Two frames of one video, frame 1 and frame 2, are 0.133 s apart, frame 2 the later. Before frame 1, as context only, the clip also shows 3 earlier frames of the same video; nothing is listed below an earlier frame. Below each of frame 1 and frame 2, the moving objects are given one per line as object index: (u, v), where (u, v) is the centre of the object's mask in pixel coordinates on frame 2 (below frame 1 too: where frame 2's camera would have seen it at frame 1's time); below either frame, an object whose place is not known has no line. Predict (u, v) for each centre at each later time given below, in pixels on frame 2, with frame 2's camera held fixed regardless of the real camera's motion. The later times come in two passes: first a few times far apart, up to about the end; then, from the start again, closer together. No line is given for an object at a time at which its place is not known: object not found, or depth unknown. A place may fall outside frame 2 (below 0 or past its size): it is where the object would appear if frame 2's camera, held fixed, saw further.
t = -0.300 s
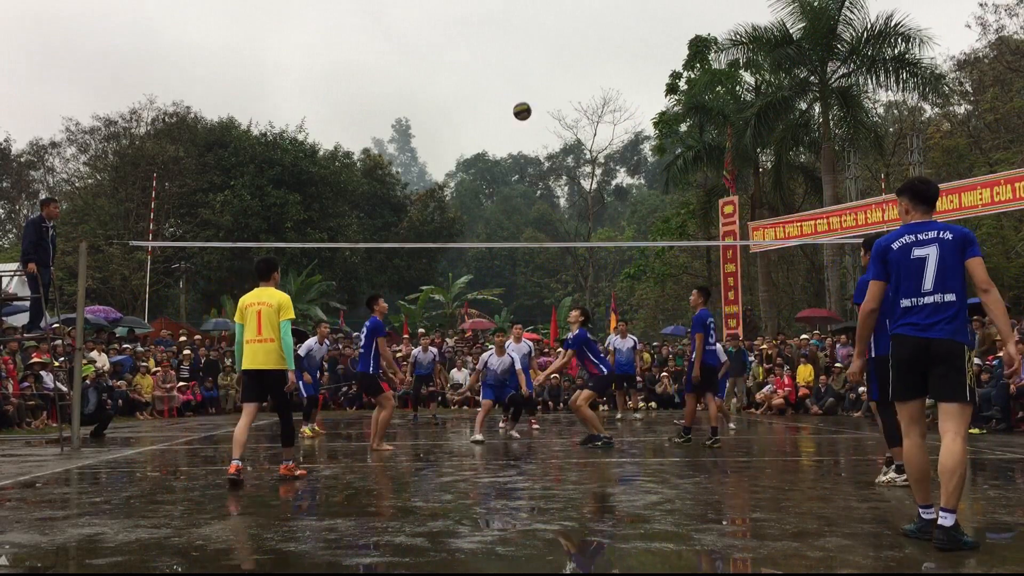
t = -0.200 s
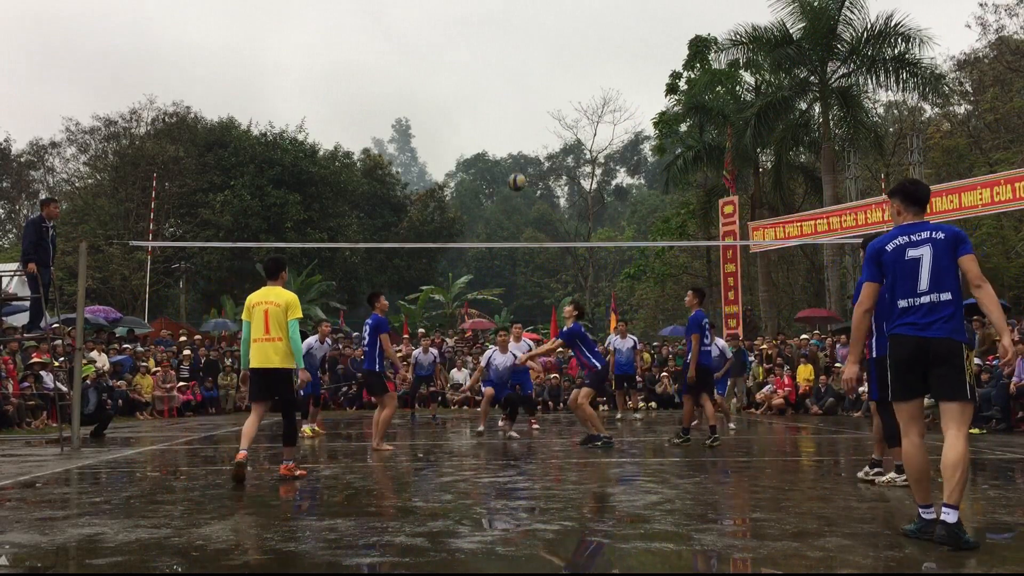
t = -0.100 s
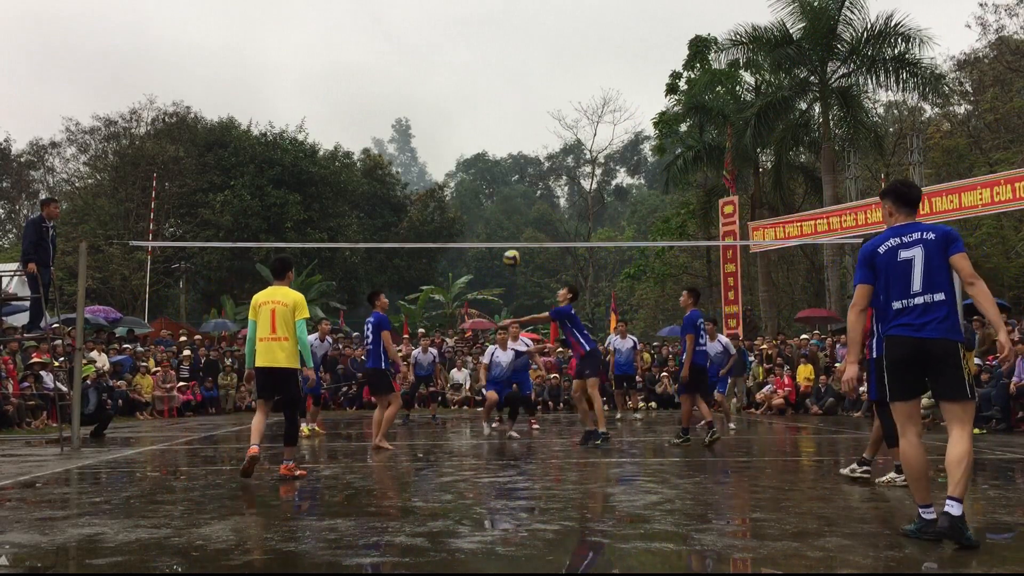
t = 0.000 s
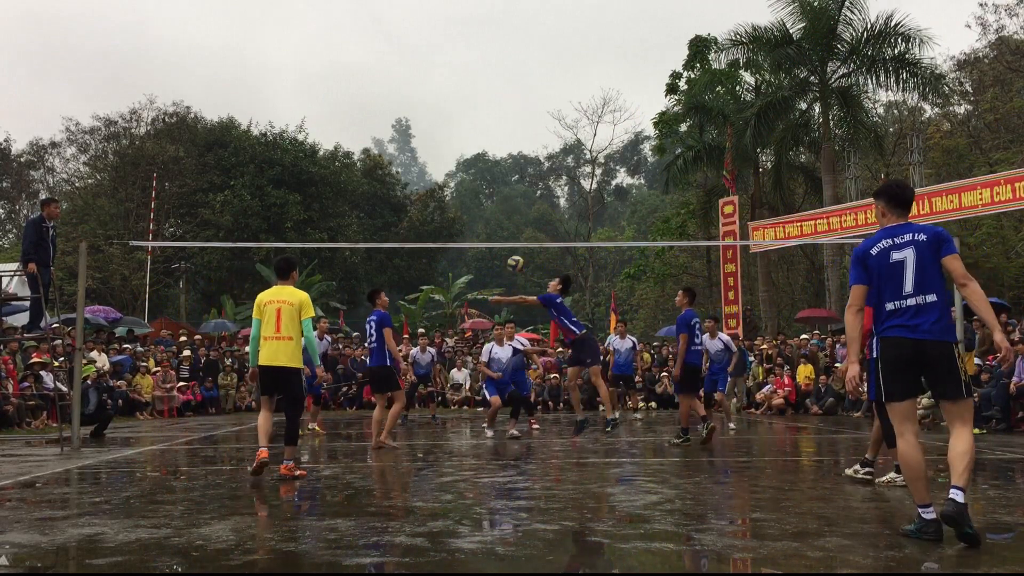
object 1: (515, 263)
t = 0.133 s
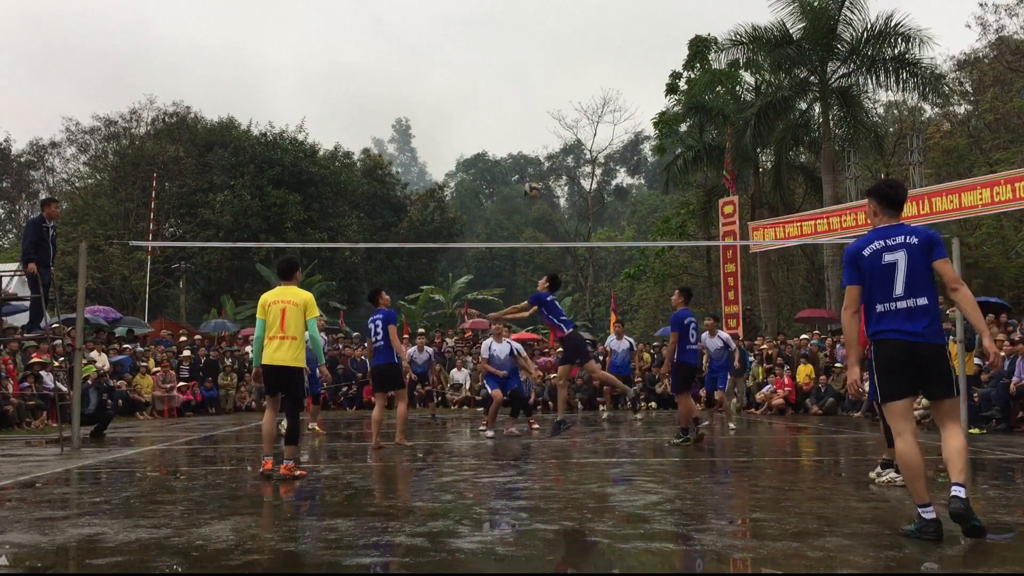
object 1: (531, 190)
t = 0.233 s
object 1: (543, 147)
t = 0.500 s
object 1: (574, 73)
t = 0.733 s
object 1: (599, 55)
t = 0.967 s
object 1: (624, 76)
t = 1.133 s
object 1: (641, 113)
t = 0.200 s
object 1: (539, 161)
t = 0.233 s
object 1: (543, 147)
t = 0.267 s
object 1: (547, 135)
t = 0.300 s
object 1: (551, 123)
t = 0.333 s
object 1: (555, 112)
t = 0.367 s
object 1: (559, 102)
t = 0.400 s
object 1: (562, 94)
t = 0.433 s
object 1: (566, 86)
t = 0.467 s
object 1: (570, 79)
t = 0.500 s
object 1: (574, 73)
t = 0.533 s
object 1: (577, 68)
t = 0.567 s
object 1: (581, 64)
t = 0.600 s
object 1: (585, 61)
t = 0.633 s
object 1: (588, 58)
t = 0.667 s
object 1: (592, 56)
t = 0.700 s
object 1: (596, 55)
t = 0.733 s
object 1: (599, 55)
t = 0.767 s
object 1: (603, 56)
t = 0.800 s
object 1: (607, 58)
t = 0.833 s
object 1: (610, 60)
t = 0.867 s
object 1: (613, 63)
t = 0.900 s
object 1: (617, 67)
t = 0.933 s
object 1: (620, 71)
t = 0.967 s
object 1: (624, 76)
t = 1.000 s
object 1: (627, 82)
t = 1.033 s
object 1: (631, 89)
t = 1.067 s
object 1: (634, 96)
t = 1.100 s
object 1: (638, 104)
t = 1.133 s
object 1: (641, 113)
